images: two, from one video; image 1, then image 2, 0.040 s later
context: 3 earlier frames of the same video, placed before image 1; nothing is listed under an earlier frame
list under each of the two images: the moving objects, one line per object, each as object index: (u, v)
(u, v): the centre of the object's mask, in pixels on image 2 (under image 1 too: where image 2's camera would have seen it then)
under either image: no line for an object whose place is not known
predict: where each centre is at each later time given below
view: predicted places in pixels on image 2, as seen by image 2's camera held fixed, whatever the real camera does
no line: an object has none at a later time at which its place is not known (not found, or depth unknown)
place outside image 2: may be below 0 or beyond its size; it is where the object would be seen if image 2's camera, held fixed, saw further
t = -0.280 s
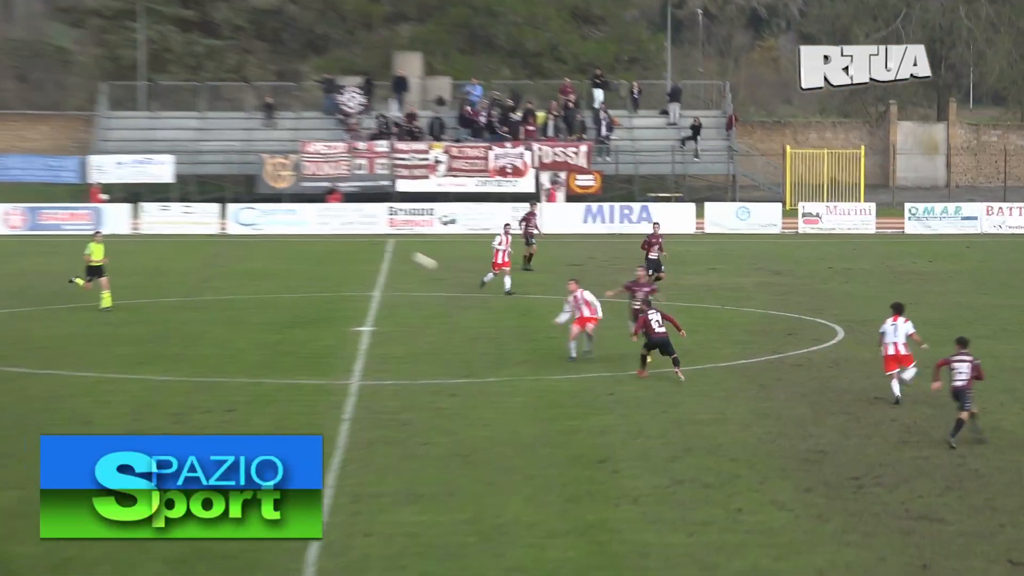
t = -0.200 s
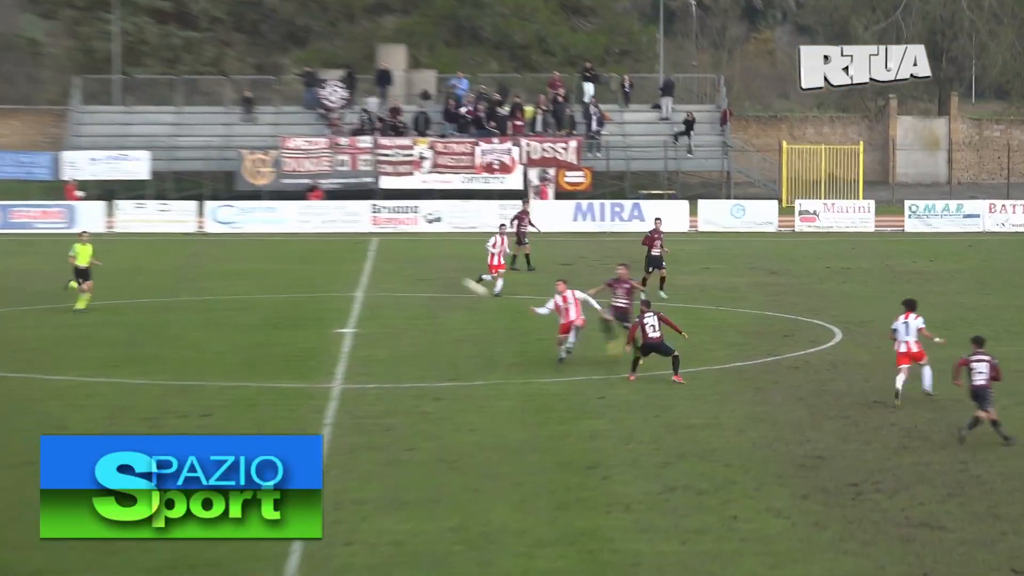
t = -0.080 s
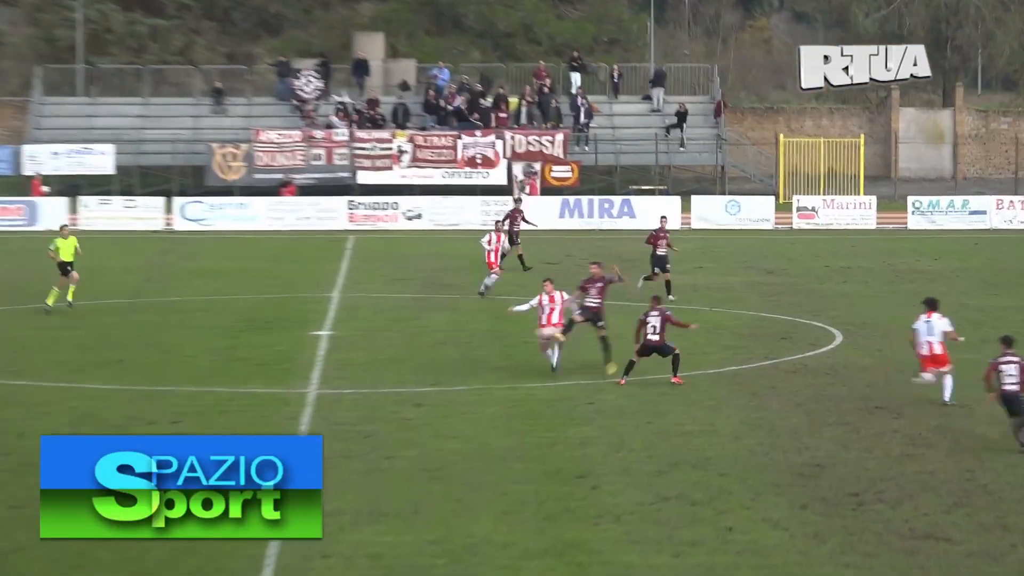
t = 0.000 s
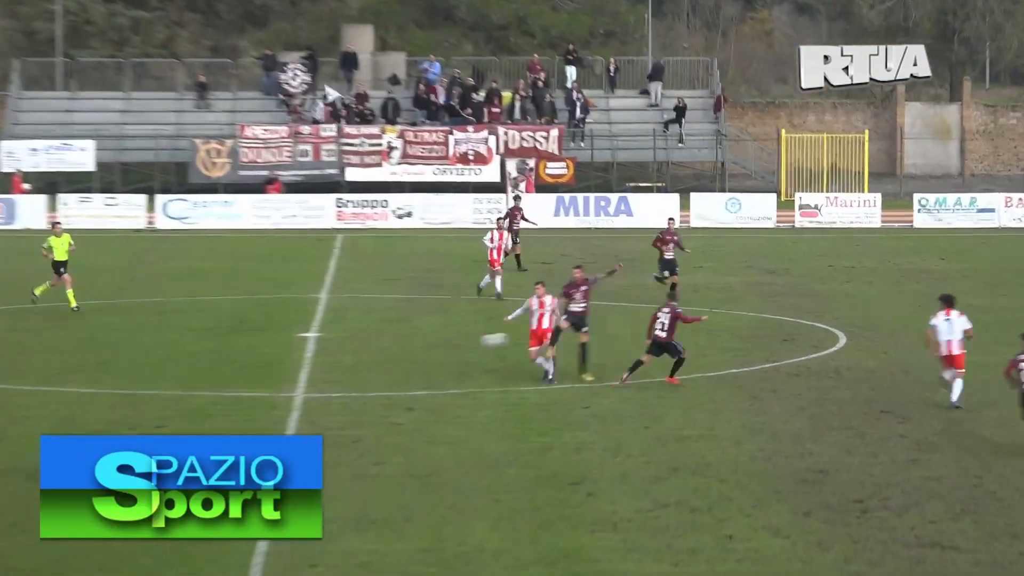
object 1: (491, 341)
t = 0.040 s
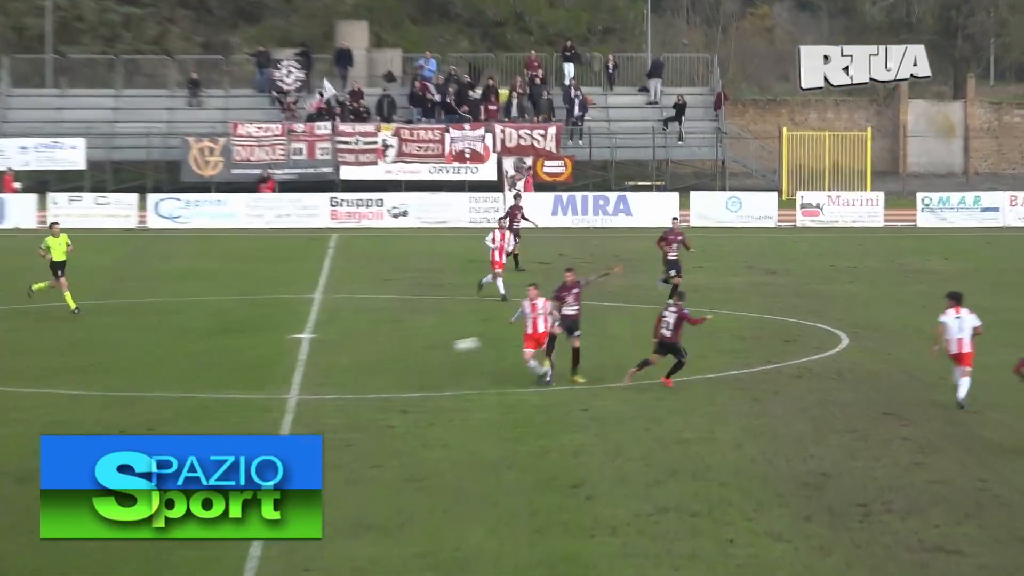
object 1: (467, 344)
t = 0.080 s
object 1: (442, 349)
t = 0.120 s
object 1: (416, 356)
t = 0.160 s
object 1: (392, 362)
